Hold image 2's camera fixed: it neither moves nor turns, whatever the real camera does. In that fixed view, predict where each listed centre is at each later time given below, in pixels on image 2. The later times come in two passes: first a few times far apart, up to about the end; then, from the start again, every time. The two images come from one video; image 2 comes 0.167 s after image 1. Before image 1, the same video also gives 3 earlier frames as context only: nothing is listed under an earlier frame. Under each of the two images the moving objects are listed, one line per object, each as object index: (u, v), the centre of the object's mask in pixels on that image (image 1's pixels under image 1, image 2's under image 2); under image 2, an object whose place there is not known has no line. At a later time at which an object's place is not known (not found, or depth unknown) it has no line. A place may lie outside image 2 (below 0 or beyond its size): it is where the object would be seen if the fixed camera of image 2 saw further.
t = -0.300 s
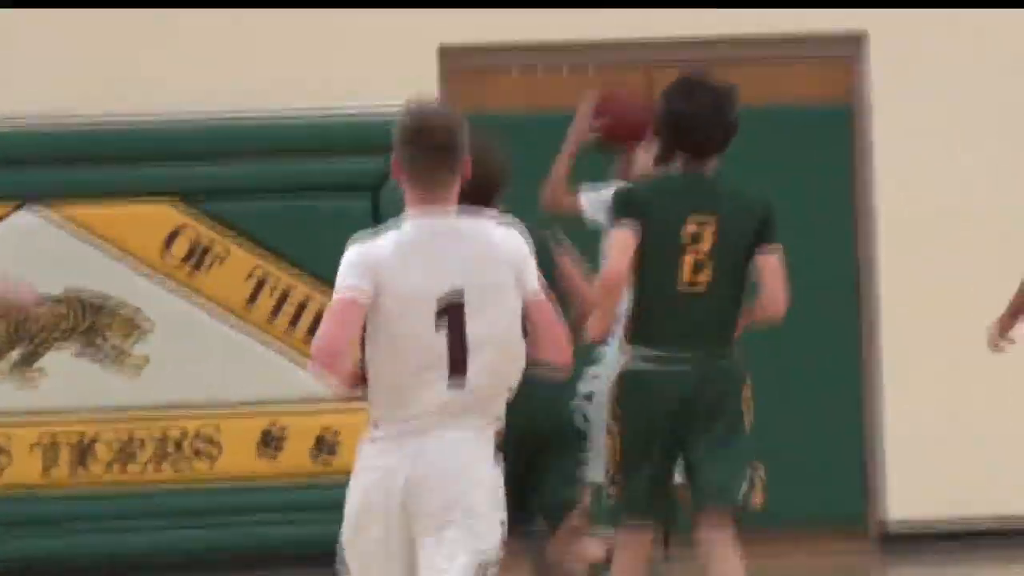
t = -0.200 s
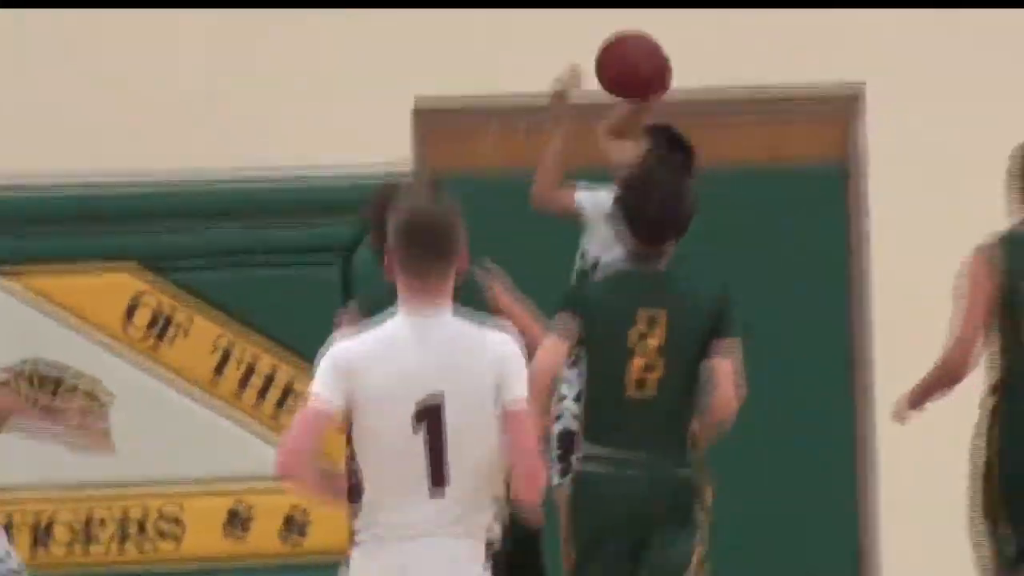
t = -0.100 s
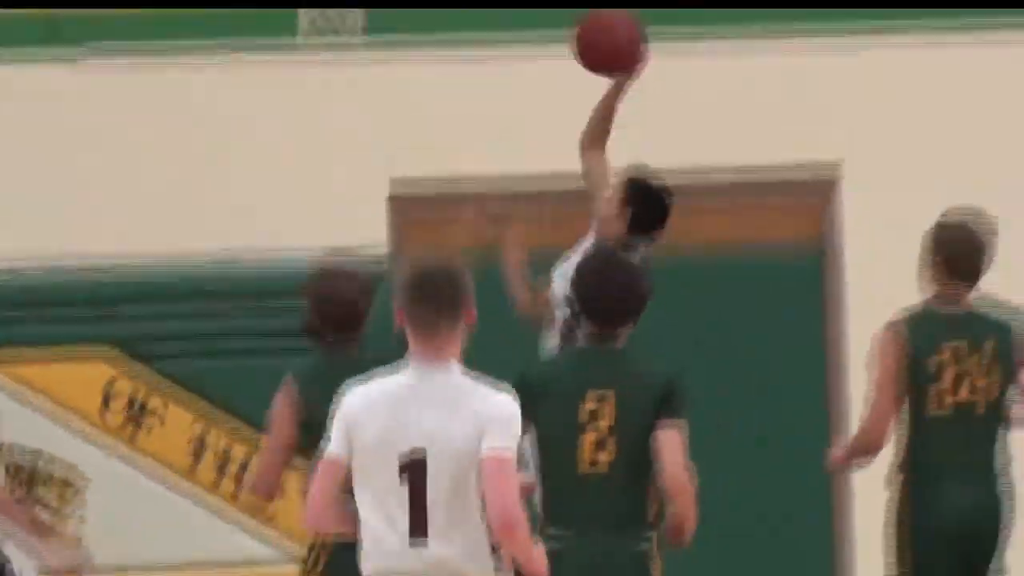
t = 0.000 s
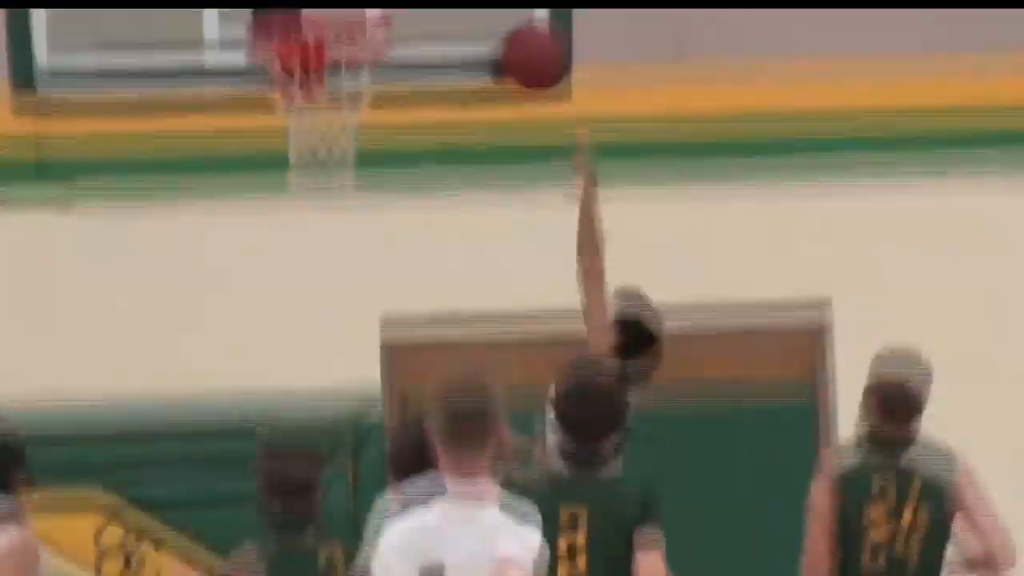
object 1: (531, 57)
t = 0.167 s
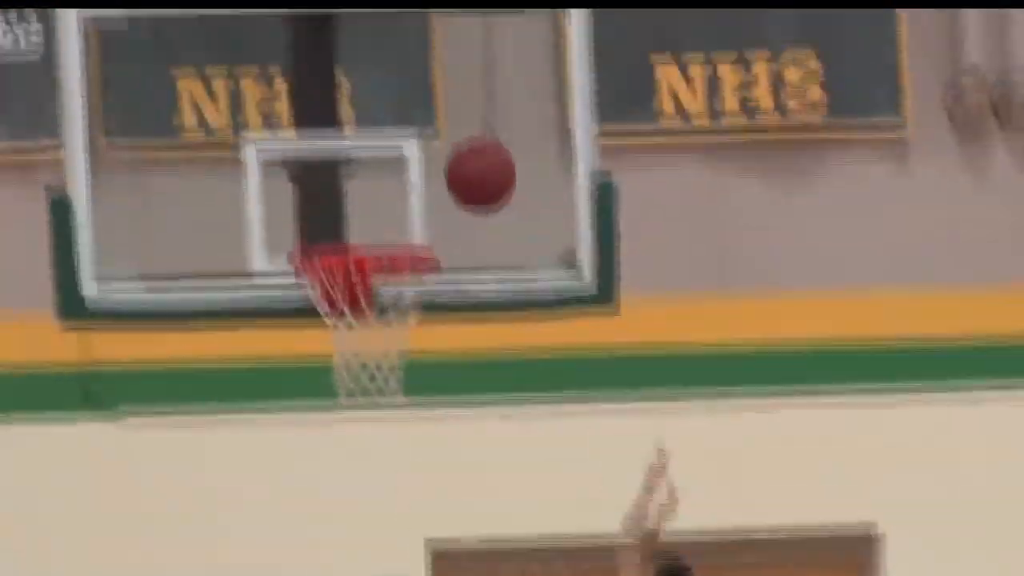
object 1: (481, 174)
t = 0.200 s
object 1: (470, 171)
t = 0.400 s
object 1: (411, 212)
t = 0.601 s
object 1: (354, 360)
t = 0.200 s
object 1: (470, 171)
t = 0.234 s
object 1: (460, 170)
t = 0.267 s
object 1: (450, 173)
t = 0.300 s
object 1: (440, 179)
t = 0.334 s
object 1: (431, 186)
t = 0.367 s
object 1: (421, 198)
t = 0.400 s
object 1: (411, 212)
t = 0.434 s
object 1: (402, 224)
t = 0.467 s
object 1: (391, 234)
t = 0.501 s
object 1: (382, 272)
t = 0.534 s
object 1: (371, 298)
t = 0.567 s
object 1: (364, 327)
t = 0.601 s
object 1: (354, 360)
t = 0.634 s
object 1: (346, 386)
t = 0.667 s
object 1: (342, 418)
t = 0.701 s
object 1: (335, 453)
